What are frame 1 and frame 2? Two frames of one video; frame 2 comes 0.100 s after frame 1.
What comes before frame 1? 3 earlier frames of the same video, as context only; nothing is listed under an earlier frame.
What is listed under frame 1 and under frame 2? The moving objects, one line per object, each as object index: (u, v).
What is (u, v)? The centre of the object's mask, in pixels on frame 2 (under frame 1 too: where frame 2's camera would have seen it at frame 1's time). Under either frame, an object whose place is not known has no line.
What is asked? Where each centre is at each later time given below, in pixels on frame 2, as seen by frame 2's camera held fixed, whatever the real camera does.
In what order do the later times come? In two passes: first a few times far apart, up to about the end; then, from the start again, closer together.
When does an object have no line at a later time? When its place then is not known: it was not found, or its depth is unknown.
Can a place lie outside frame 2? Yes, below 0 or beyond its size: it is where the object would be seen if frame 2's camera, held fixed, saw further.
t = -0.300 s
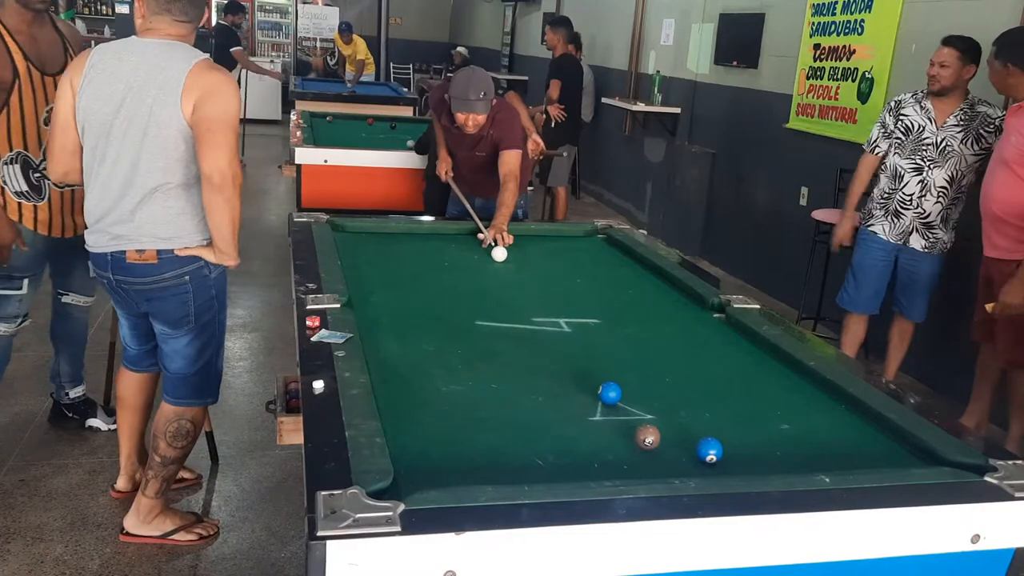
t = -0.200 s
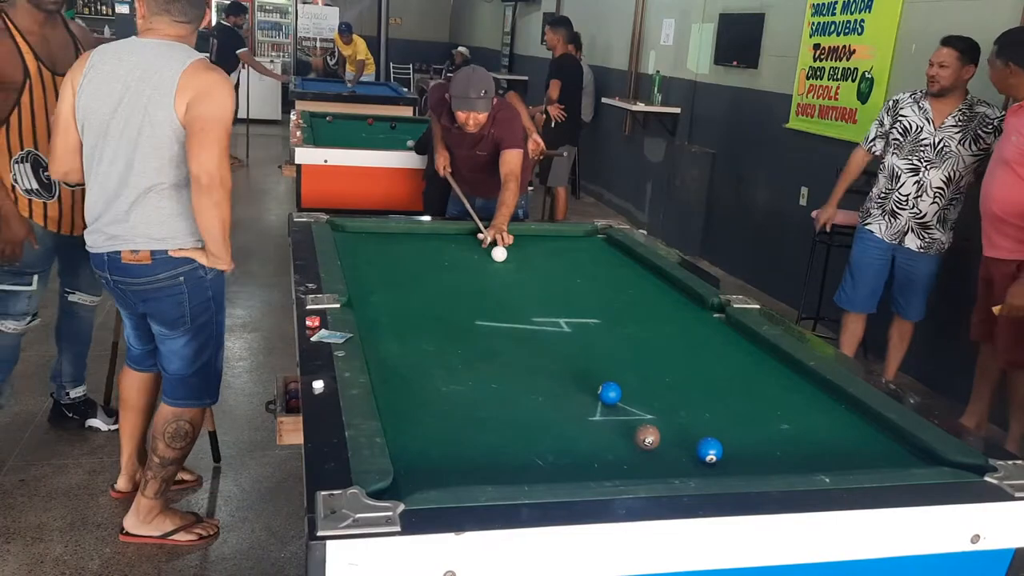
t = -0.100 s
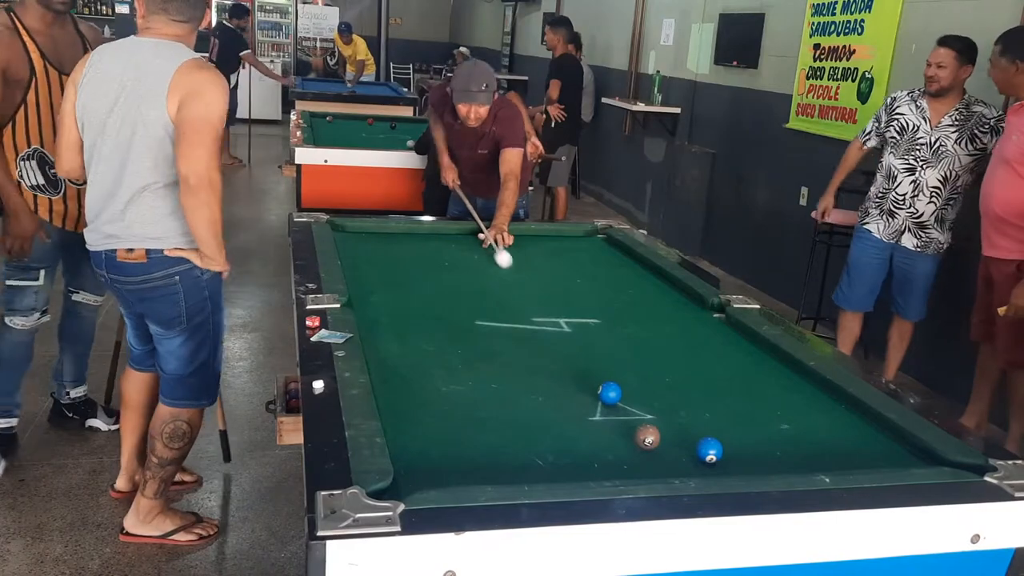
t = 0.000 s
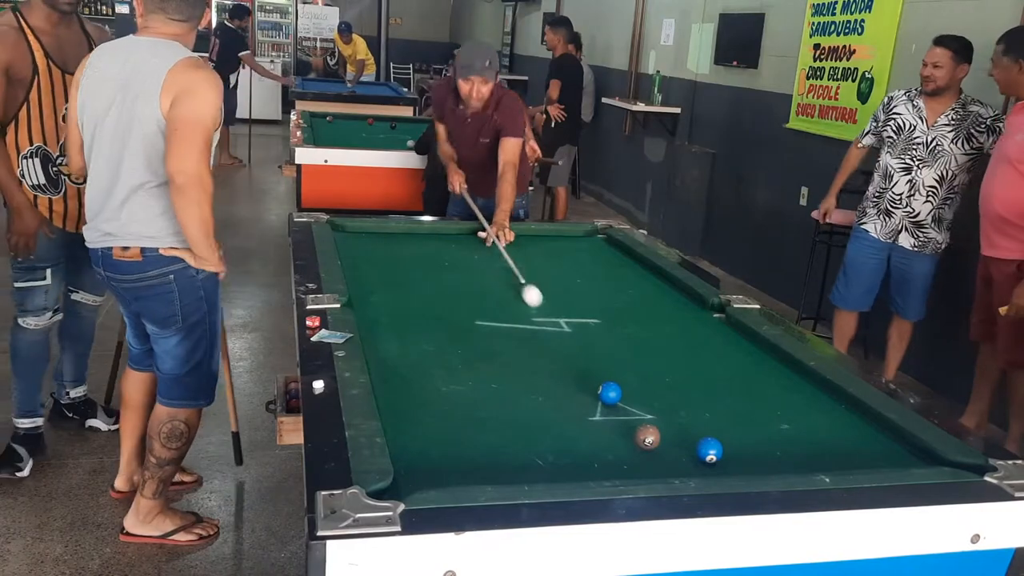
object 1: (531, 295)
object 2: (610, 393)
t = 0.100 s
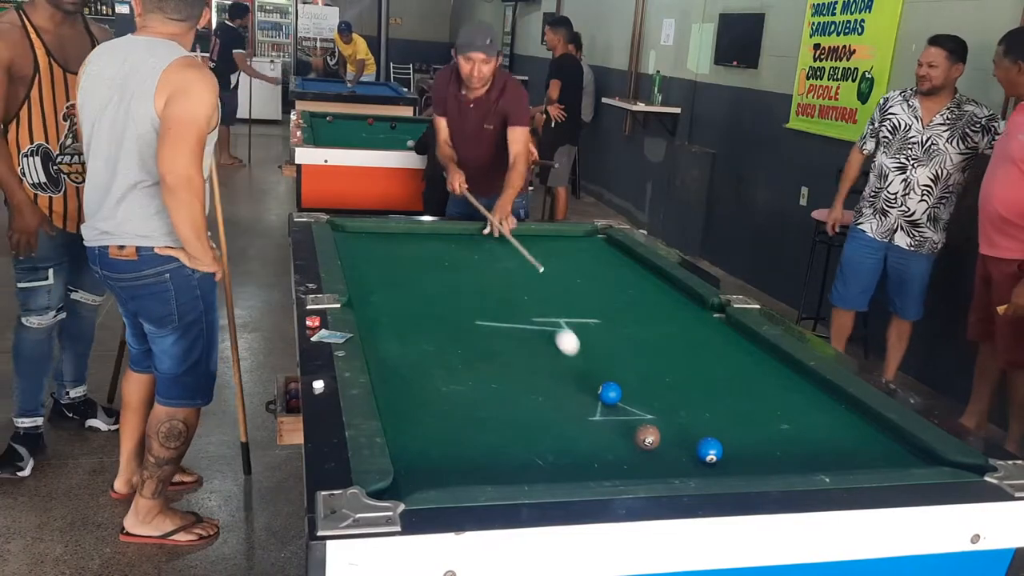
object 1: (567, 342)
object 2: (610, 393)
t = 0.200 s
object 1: (596, 384)
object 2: (630, 408)
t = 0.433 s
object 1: (576, 408)
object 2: (743, 436)
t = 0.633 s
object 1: (551, 389)
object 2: (805, 435)
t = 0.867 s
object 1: (530, 378)
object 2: (872, 432)
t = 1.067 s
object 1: (514, 370)
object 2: (867, 430)
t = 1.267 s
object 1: (500, 363)
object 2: (828, 428)
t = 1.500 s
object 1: (487, 356)
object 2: (786, 427)
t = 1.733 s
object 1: (476, 350)
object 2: (747, 424)
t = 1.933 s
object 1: (469, 346)
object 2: (716, 423)
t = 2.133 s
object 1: (463, 343)
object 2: (688, 422)
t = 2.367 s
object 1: (458, 340)
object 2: (657, 421)
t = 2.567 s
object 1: (455, 338)
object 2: (633, 420)
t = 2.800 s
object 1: (454, 337)
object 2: (608, 419)
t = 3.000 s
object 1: (454, 337)
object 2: (590, 418)
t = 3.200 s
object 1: (455, 337)
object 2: (574, 417)
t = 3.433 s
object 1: (455, 337)
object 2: (559, 417)
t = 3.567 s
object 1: (455, 337)
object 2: (552, 417)
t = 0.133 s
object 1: (581, 359)
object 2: (610, 393)
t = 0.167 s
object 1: (594, 376)
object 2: (610, 393)
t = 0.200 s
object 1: (596, 384)
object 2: (630, 408)
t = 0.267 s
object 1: (589, 394)
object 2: (682, 435)
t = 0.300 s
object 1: (586, 399)
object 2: (699, 436)
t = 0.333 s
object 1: (585, 405)
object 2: (713, 438)
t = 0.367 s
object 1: (584, 411)
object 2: (723, 437)
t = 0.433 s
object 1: (576, 408)
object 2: (743, 436)
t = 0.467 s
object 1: (571, 403)
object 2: (754, 436)
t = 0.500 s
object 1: (566, 399)
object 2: (765, 436)
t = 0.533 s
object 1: (562, 395)
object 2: (775, 435)
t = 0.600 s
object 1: (554, 390)
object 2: (795, 435)
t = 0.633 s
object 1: (551, 389)
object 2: (805, 435)
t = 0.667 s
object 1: (548, 387)
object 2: (815, 434)
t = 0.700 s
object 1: (545, 386)
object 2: (825, 434)
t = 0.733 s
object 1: (541, 384)
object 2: (834, 434)
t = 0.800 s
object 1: (535, 381)
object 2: (853, 433)
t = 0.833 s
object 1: (532, 379)
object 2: (863, 433)
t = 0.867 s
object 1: (530, 378)
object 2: (872, 432)
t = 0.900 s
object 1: (527, 377)
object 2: (881, 432)
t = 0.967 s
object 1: (522, 374)
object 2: (888, 431)
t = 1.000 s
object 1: (519, 373)
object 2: (881, 431)
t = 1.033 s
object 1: (516, 371)
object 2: (874, 431)
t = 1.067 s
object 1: (514, 370)
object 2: (867, 430)
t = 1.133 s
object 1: (509, 368)
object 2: (853, 430)
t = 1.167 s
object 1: (507, 366)
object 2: (848, 430)
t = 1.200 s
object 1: (505, 365)
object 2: (841, 429)
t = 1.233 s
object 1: (502, 364)
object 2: (834, 428)
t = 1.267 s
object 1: (500, 363)
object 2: (828, 428)
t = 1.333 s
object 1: (496, 361)
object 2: (816, 428)
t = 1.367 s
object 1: (494, 360)
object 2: (810, 428)
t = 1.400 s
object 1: (492, 359)
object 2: (804, 427)
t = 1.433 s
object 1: (490, 358)
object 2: (798, 427)
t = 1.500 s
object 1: (487, 356)
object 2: (786, 427)
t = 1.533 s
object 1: (485, 355)
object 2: (780, 426)
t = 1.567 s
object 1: (483, 355)
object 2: (774, 425)
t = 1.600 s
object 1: (482, 354)
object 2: (769, 425)
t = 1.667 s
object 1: (479, 352)
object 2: (758, 425)
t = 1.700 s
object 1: (477, 351)
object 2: (753, 425)
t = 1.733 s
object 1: (476, 350)
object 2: (747, 424)
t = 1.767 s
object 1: (474, 350)
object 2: (741, 424)
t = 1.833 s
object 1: (472, 348)
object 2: (731, 424)
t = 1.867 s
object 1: (471, 348)
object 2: (727, 423)
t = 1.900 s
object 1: (470, 347)
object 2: (721, 423)
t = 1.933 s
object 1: (469, 346)
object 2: (716, 423)
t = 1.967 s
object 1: (468, 346)
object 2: (711, 422)
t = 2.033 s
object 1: (466, 345)
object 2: (701, 422)
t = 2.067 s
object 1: (465, 344)
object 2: (696, 422)
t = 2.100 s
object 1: (464, 344)
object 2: (692, 422)
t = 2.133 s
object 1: (463, 343)
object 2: (688, 422)
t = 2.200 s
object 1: (461, 342)
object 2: (678, 422)
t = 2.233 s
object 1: (461, 342)
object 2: (674, 421)
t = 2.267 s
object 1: (460, 341)
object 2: (669, 421)
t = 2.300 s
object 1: (459, 341)
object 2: (665, 421)
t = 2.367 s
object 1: (458, 340)
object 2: (657, 421)
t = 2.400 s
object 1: (458, 340)
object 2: (653, 421)
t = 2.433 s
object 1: (457, 339)
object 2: (648, 420)
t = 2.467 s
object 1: (457, 339)
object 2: (644, 420)
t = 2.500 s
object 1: (456, 339)
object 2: (640, 421)
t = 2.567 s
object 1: (455, 338)
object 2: (633, 420)
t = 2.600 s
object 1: (455, 338)
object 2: (629, 420)
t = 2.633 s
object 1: (455, 338)
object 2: (625, 419)
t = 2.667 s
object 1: (455, 338)
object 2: (622, 419)
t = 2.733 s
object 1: (454, 337)
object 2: (615, 419)
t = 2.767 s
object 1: (454, 337)
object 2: (611, 419)
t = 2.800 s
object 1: (454, 337)
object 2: (608, 419)
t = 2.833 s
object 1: (454, 337)
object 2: (605, 419)
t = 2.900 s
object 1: (454, 337)
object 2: (599, 418)
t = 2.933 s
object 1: (454, 337)
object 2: (596, 418)
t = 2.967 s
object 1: (454, 337)
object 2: (592, 418)
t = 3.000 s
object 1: (454, 337)
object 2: (590, 418)
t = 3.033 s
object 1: (455, 337)
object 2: (587, 418)
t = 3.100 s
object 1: (455, 337)
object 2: (581, 417)
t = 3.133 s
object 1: (455, 337)
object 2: (579, 418)
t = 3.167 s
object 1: (455, 337)
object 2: (576, 417)
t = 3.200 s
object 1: (455, 337)
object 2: (574, 417)
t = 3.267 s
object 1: (455, 337)
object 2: (570, 417)
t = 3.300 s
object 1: (455, 337)
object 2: (567, 417)
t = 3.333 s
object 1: (455, 337)
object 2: (565, 417)
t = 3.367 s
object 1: (455, 337)
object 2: (563, 417)
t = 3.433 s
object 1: (455, 337)
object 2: (559, 417)
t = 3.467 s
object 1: (455, 337)
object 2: (557, 417)
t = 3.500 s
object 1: (455, 337)
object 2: (555, 417)
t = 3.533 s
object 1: (455, 337)
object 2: (554, 417)
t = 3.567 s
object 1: (455, 337)
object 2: (552, 417)
